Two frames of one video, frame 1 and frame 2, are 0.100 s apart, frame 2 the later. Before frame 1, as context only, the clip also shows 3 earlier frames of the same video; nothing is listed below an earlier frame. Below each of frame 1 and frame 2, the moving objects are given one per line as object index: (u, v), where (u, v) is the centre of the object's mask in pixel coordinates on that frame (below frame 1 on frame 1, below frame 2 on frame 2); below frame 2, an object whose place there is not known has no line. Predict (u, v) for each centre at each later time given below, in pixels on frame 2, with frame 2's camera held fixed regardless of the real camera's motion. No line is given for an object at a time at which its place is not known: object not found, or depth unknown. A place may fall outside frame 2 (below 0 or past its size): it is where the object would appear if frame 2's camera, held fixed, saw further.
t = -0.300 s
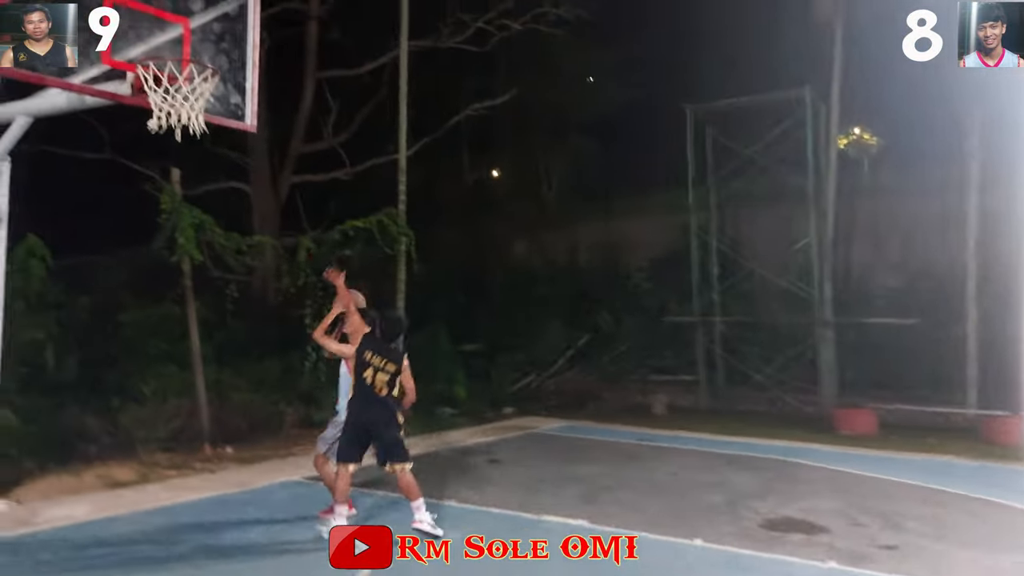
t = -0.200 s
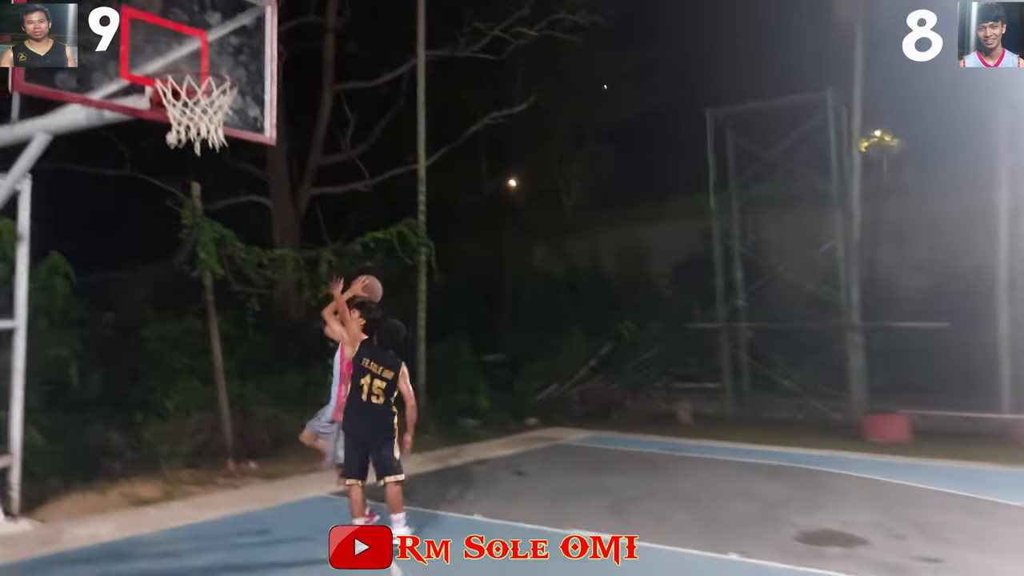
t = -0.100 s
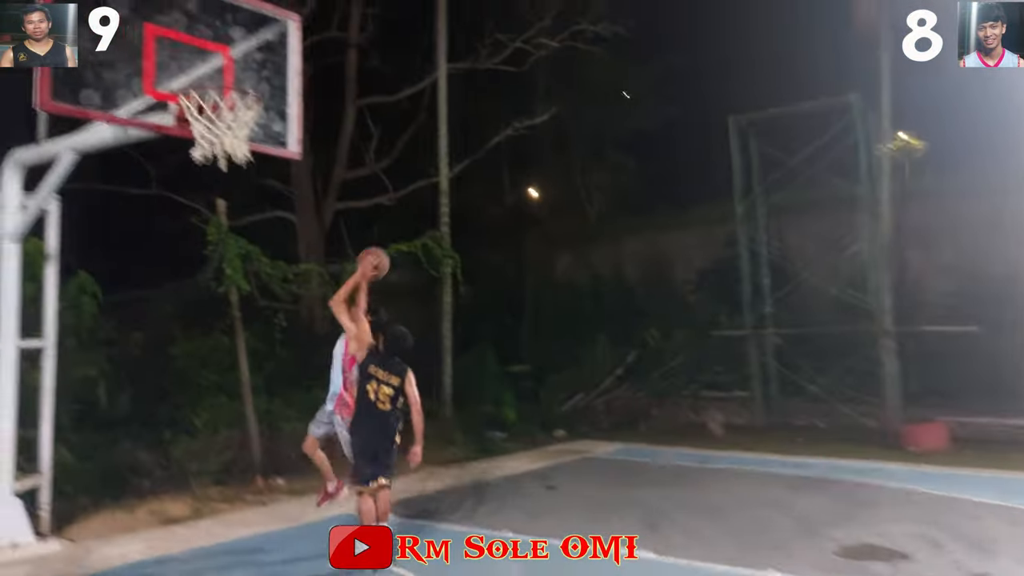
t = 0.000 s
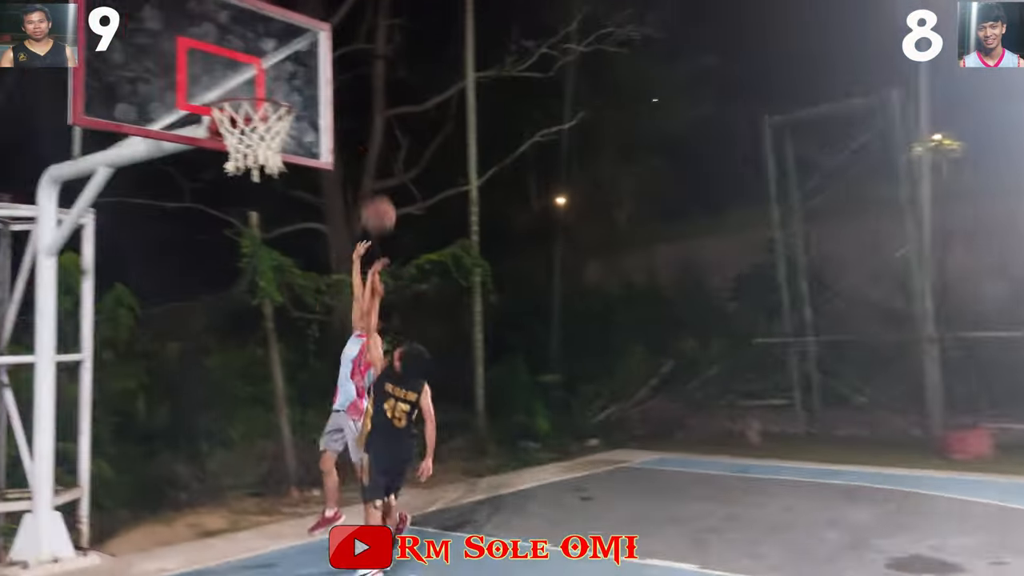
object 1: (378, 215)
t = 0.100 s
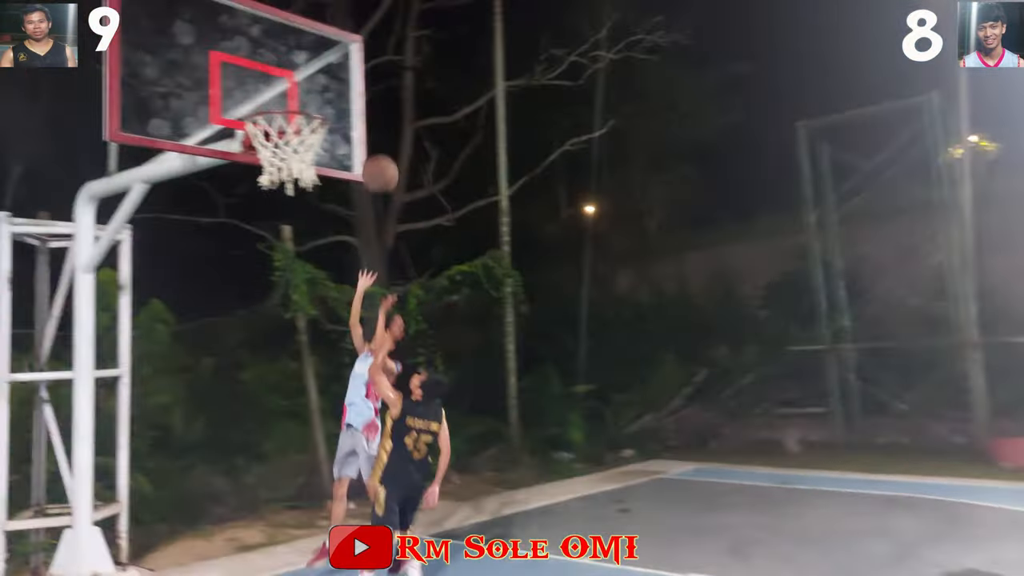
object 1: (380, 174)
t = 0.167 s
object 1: (357, 144)
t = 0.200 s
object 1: (345, 131)
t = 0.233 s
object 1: (340, 120)
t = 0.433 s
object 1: (395, 102)
